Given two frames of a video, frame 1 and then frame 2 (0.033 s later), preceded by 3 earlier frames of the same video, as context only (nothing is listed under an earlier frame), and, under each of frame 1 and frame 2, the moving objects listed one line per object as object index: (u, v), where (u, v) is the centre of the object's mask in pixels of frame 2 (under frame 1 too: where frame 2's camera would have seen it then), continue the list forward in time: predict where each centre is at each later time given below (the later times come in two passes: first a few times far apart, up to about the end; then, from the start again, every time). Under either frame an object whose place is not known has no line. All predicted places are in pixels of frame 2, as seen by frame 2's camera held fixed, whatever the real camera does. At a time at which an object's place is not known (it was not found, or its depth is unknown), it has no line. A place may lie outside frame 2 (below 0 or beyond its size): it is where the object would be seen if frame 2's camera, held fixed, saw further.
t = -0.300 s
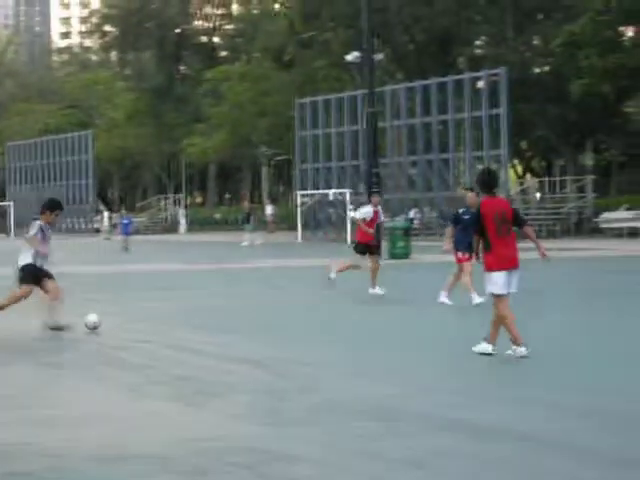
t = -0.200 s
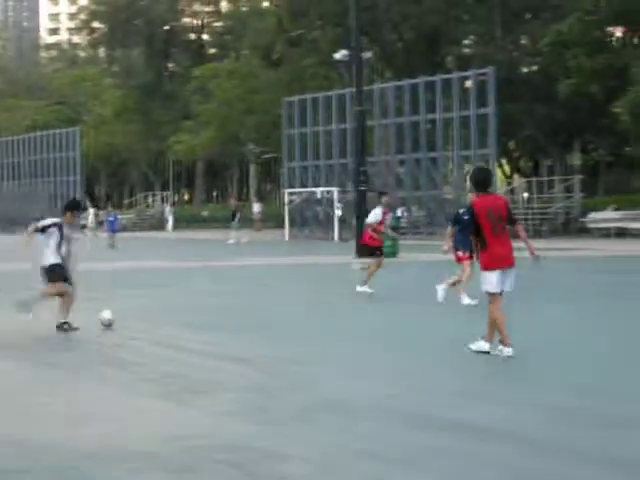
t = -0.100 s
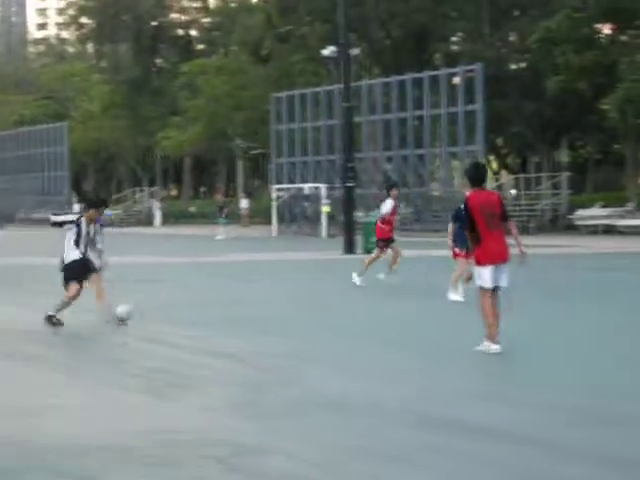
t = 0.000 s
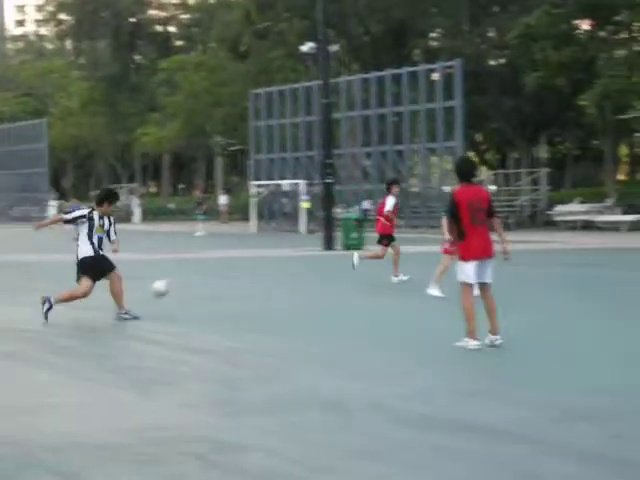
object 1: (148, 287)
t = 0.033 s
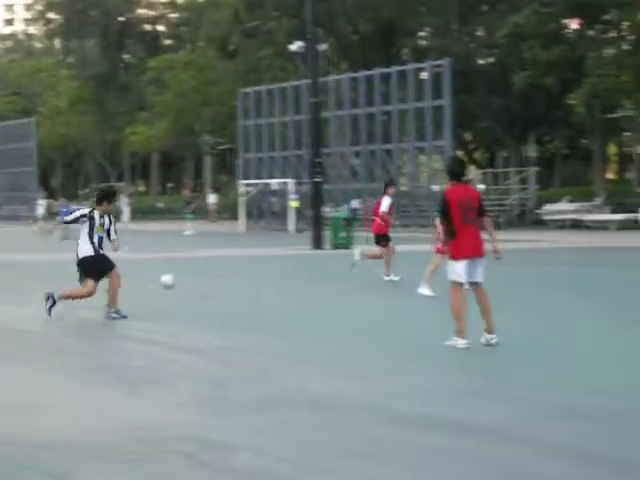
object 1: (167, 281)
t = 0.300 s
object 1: (297, 270)
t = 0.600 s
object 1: (397, 273)
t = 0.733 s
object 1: (427, 270)
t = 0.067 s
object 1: (185, 277)
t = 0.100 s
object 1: (201, 273)
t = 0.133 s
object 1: (220, 271)
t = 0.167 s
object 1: (236, 269)
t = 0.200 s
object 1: (251, 268)
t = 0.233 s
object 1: (267, 268)
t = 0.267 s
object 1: (282, 268)
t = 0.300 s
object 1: (297, 270)
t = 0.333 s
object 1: (312, 272)
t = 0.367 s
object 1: (325, 275)
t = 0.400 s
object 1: (339, 279)
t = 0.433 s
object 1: (352, 283)
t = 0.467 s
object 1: (364, 286)
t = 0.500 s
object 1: (373, 282)
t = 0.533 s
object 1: (381, 278)
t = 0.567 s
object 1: (389, 275)
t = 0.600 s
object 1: (397, 273)
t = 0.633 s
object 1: (405, 271)
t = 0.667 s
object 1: (413, 270)
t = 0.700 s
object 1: (421, 270)
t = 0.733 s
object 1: (427, 270)
